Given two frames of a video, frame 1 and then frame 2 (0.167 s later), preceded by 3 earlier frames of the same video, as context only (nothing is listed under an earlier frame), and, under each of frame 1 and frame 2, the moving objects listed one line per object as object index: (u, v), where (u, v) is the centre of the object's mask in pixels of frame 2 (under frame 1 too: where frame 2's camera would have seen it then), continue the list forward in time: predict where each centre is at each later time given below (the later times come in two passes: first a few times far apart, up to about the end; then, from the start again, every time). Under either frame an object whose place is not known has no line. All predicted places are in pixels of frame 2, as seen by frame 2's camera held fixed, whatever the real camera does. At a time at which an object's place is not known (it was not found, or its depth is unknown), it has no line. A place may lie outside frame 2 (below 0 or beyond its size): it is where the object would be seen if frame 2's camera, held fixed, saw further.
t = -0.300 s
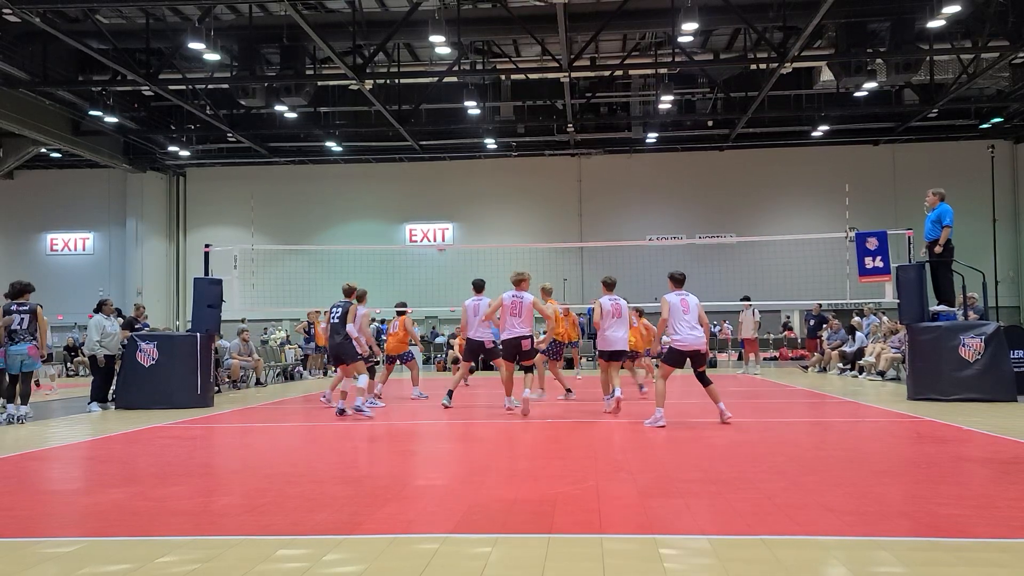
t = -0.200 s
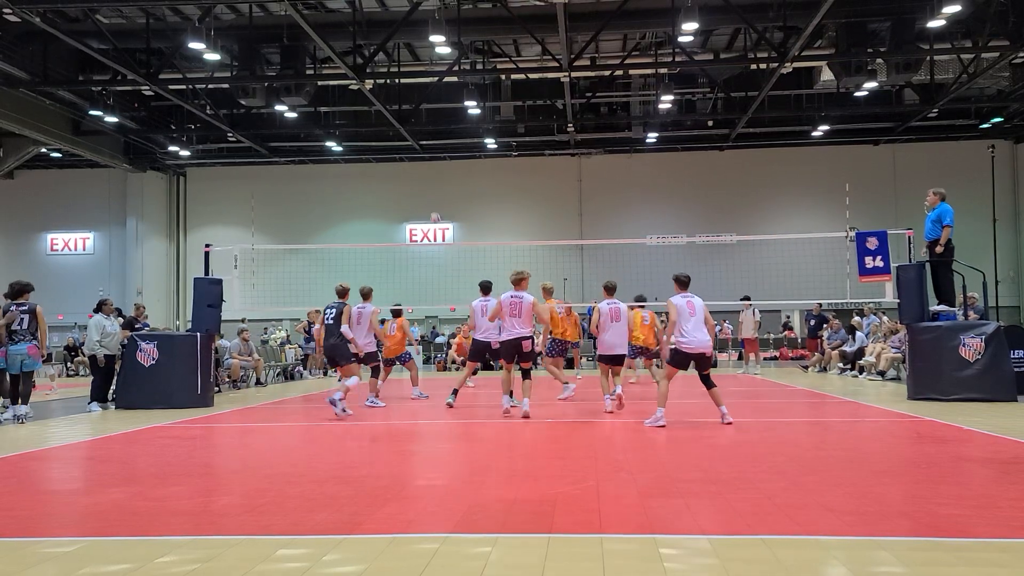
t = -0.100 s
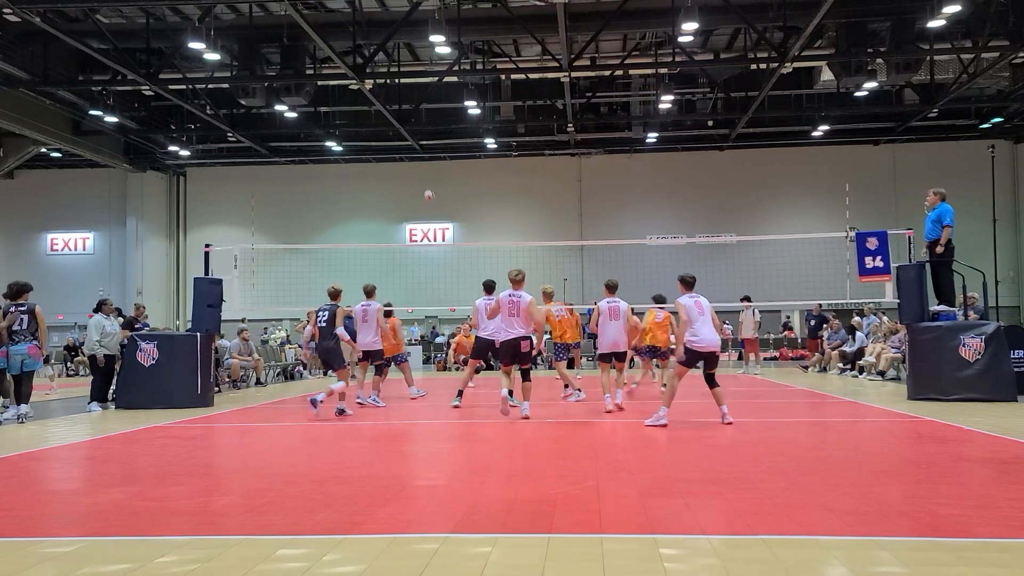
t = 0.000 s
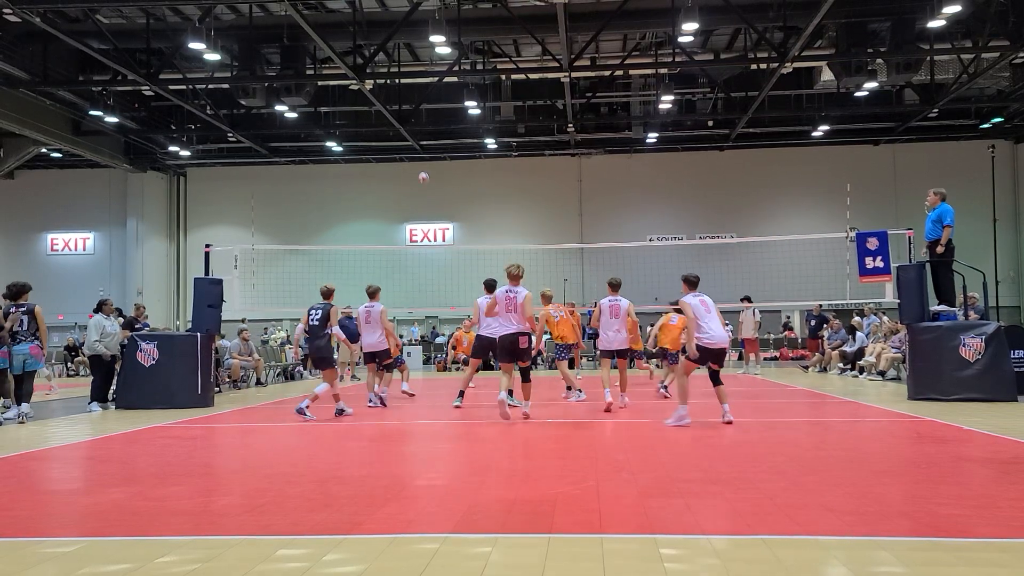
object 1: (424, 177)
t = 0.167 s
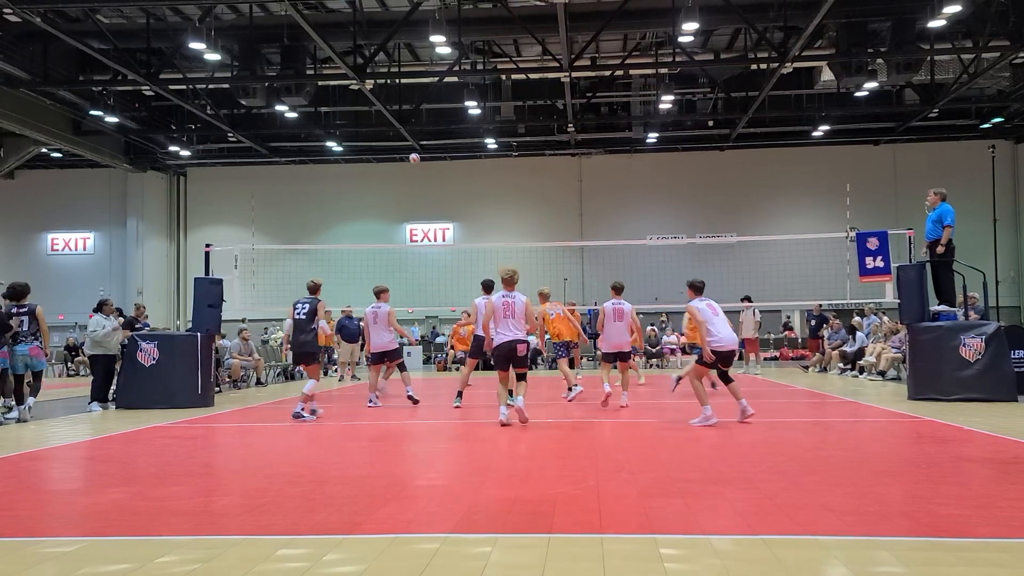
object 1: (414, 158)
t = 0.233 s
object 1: (411, 154)
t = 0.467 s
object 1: (398, 157)
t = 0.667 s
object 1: (388, 179)
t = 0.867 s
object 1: (378, 219)
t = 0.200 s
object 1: (412, 156)
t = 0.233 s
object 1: (411, 154)
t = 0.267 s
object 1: (409, 153)
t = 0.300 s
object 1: (407, 153)
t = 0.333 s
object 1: (405, 152)
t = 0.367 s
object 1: (403, 153)
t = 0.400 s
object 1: (402, 154)
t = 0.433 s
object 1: (400, 155)
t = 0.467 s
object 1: (398, 157)
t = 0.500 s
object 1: (396, 159)
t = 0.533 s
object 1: (395, 162)
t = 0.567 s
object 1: (393, 165)
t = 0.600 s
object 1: (391, 169)
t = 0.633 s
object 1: (390, 174)
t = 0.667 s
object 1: (388, 179)
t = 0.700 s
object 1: (386, 184)
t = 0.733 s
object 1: (385, 189)
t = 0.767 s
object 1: (383, 196)
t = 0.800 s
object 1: (381, 203)
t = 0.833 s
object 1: (380, 211)
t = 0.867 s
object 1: (378, 219)
